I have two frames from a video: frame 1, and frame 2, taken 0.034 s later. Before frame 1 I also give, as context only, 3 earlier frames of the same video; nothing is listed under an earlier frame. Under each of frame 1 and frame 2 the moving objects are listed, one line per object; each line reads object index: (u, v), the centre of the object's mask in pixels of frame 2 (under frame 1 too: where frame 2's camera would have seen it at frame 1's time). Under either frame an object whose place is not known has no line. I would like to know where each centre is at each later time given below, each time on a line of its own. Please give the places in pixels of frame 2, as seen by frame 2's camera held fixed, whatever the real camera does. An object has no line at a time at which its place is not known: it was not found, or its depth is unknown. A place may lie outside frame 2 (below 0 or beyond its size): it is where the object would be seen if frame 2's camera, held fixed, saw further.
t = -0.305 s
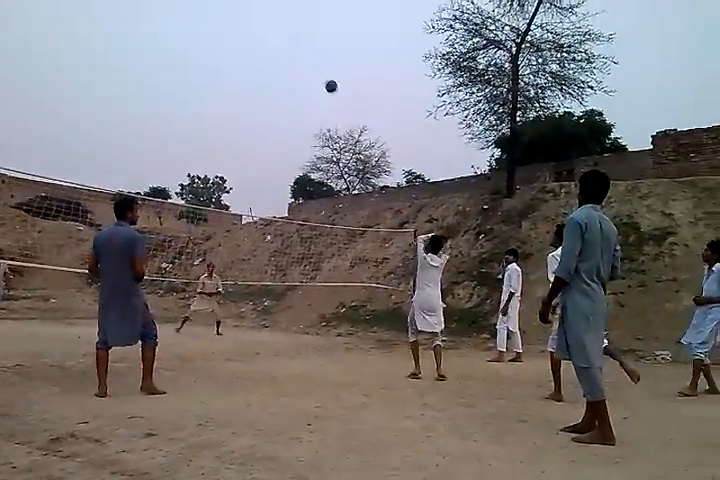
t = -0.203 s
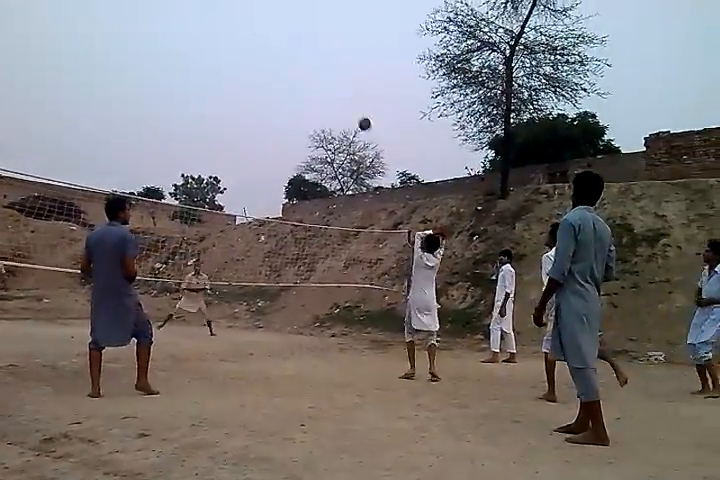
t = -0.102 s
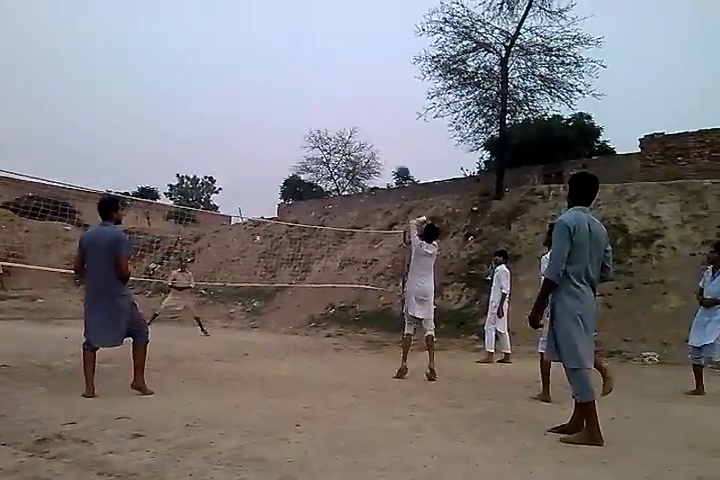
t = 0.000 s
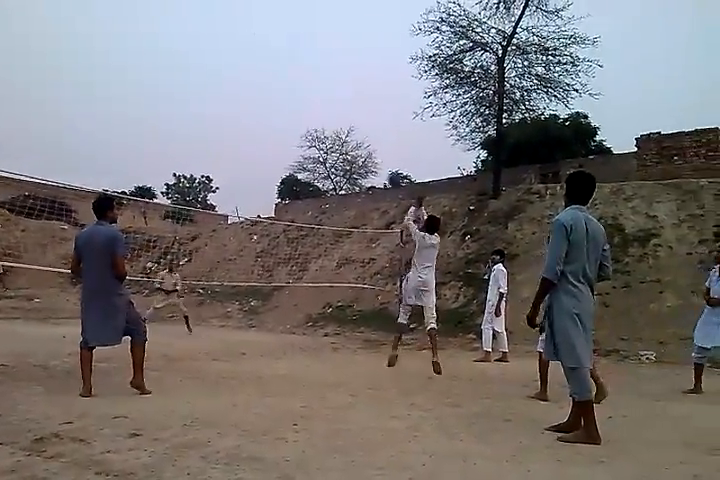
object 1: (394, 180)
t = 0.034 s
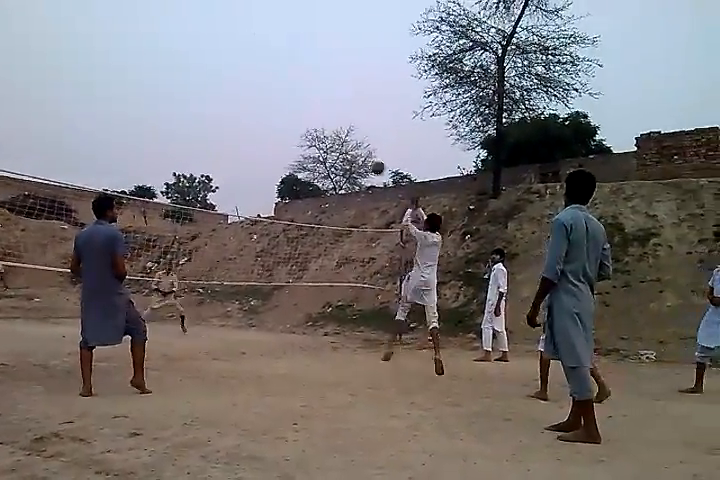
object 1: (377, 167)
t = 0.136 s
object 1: (332, 142)
